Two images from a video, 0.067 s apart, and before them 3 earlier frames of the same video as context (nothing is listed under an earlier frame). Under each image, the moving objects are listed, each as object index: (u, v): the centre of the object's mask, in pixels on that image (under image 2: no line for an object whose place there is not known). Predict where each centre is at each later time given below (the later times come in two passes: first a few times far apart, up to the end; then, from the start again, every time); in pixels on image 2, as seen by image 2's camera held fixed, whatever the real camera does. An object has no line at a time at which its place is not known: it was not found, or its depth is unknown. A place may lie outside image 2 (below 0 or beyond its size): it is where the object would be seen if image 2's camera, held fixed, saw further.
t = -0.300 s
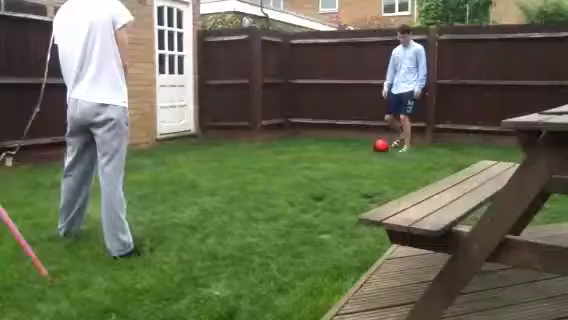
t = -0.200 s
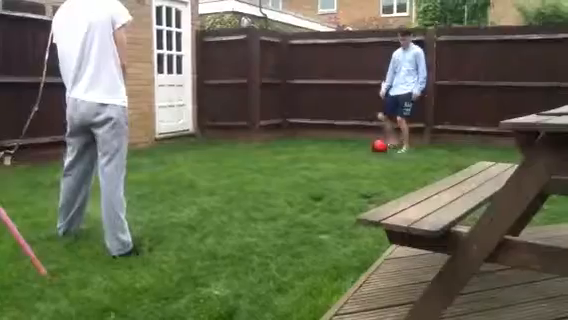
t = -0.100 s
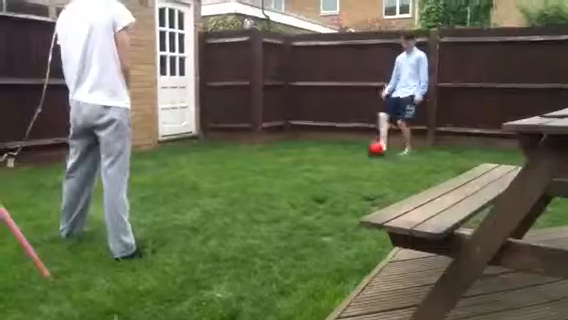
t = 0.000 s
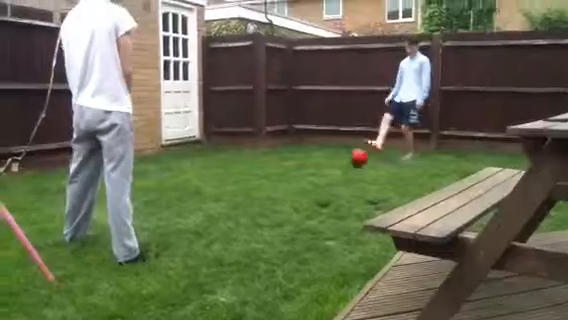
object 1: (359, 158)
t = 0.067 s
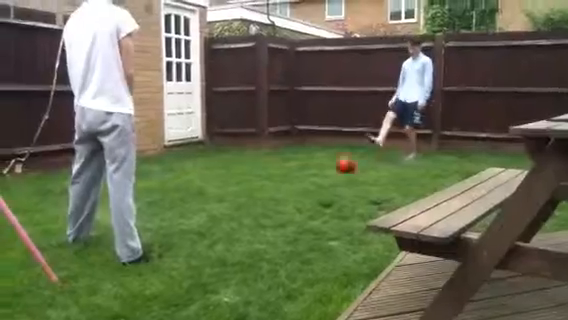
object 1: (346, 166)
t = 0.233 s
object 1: (318, 168)
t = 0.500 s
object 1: (267, 182)
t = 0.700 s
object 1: (218, 199)
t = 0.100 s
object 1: (339, 168)
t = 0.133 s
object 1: (333, 169)
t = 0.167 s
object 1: (328, 168)
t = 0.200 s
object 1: (323, 168)
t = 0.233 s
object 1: (318, 168)
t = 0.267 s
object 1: (312, 170)
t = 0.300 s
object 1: (307, 173)
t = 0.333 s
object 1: (300, 177)
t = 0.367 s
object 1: (295, 181)
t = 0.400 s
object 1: (289, 181)
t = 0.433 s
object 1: (282, 182)
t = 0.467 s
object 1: (274, 181)
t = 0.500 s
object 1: (267, 182)
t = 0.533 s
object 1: (260, 186)
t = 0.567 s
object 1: (252, 189)
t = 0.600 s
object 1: (243, 193)
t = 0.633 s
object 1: (235, 197)
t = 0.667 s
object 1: (227, 197)
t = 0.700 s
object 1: (218, 199)
